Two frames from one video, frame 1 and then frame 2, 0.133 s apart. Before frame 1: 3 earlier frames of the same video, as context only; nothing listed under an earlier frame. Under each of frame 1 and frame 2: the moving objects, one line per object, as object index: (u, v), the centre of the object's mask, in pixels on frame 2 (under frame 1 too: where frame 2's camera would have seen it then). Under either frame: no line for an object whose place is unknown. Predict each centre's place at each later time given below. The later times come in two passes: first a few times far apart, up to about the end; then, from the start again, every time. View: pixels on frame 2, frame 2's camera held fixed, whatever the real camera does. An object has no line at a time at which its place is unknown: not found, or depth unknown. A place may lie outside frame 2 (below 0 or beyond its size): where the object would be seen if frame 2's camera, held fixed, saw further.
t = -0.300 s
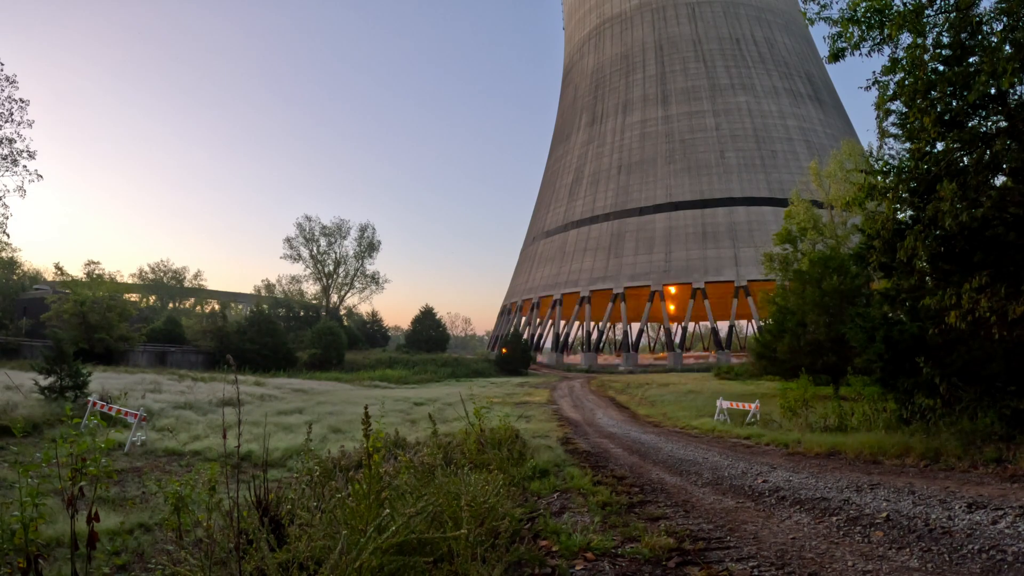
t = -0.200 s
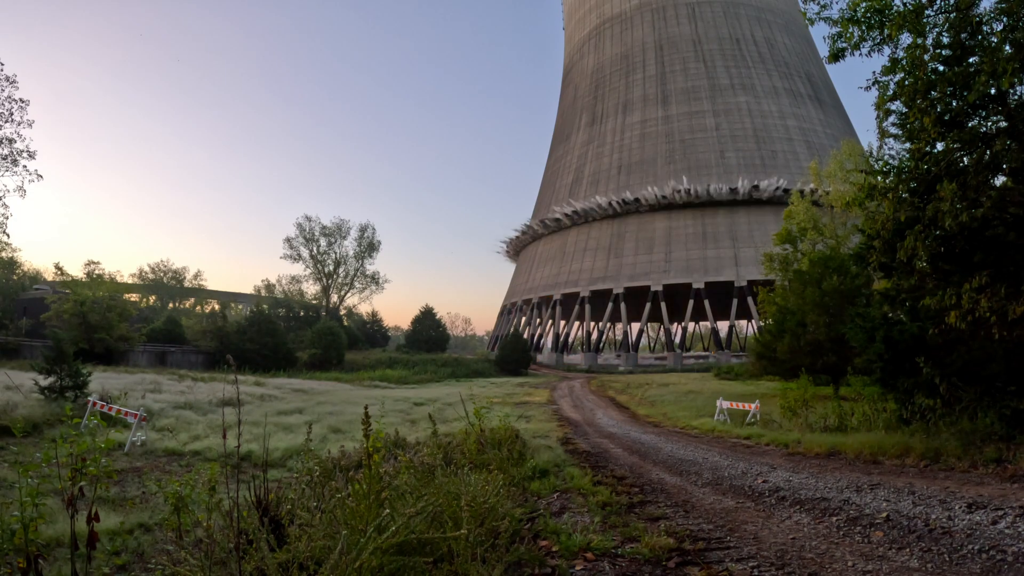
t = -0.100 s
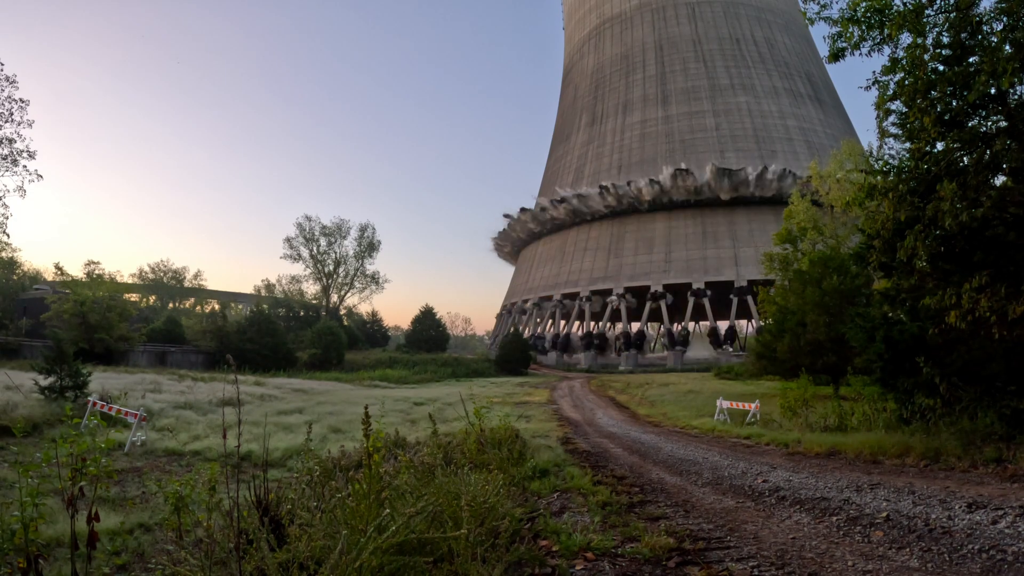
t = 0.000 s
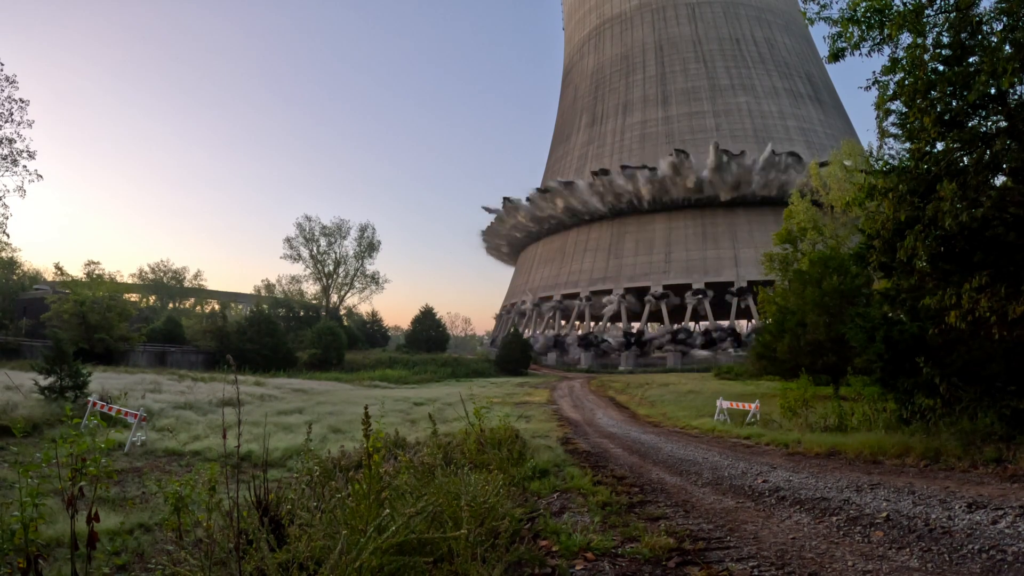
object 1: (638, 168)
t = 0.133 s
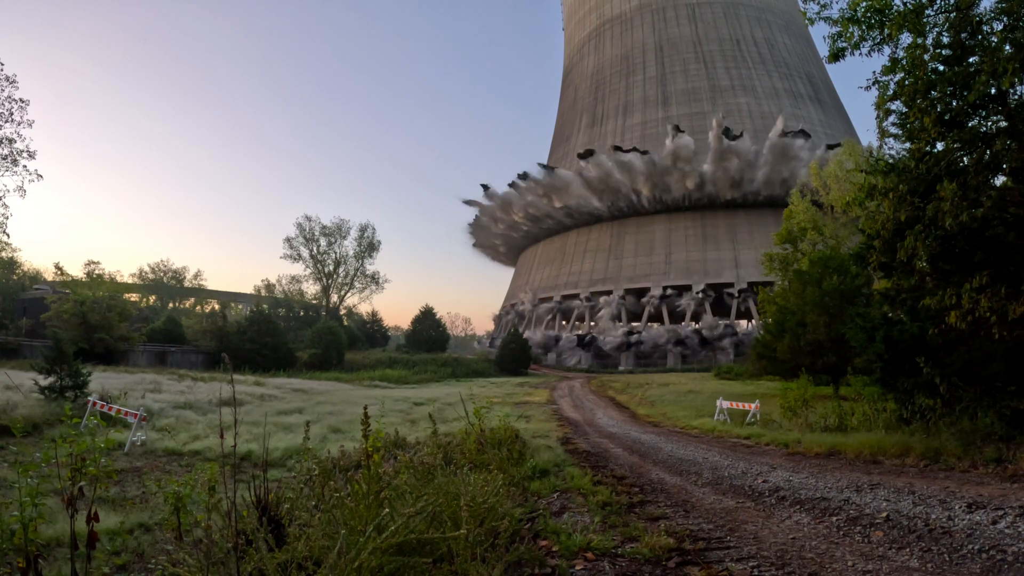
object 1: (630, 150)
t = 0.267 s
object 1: (623, 137)
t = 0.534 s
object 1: (612, 109)
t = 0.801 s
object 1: (601, 89)
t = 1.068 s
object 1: (591, 74)
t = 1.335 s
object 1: (582, 59)
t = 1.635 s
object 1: (571, 41)
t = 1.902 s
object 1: (562, 31)
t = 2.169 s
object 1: (556, 29)
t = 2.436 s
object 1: (553, 31)
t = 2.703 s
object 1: (543, 35)
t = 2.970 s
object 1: (532, 47)
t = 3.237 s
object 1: (523, 66)
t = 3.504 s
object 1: (513, 96)
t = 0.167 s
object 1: (627, 146)
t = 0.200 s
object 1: (624, 143)
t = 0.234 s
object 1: (623, 140)
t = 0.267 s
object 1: (623, 137)
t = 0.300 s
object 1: (622, 133)
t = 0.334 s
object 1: (621, 130)
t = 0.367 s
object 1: (619, 126)
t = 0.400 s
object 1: (618, 123)
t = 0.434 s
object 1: (616, 119)
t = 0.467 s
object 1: (615, 116)
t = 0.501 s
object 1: (614, 113)
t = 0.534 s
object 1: (612, 109)
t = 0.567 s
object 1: (610, 106)
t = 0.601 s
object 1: (609, 103)
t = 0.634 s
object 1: (608, 100)
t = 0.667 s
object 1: (607, 97)
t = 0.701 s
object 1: (605, 95)
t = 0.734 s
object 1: (604, 92)
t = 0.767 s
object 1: (603, 91)
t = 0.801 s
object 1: (601, 89)
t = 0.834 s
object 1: (600, 87)
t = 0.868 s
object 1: (599, 85)
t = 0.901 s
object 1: (597, 83)
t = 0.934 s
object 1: (596, 82)
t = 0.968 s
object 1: (595, 80)
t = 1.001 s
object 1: (594, 78)
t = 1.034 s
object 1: (593, 76)
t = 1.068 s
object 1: (591, 74)
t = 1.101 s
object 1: (590, 72)
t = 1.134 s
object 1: (589, 70)
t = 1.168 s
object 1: (588, 69)
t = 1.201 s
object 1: (587, 67)
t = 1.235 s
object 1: (586, 65)
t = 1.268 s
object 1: (585, 63)
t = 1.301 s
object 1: (583, 61)
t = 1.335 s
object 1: (582, 59)
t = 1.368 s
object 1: (581, 57)
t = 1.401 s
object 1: (580, 55)
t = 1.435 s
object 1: (578, 52)
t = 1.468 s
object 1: (577, 50)
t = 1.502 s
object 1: (576, 48)
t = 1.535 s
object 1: (575, 46)
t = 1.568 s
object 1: (573, 44)
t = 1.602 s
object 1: (572, 43)
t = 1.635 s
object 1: (571, 41)
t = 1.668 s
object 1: (570, 40)
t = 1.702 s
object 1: (568, 38)
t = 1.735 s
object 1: (567, 37)
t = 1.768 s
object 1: (566, 36)
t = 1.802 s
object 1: (565, 35)
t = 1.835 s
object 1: (564, 33)
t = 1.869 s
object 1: (563, 32)
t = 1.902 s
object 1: (562, 31)
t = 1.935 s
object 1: (561, 31)
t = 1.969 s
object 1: (560, 30)
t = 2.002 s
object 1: (560, 30)
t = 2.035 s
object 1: (559, 30)
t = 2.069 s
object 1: (558, 29)
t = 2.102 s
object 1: (557, 29)
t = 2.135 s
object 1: (557, 29)
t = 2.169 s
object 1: (556, 29)
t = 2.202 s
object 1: (555, 29)
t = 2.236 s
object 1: (555, 29)
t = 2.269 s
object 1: (554, 29)
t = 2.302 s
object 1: (554, 30)
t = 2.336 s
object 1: (553, 30)
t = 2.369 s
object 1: (553, 30)
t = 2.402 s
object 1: (553, 31)
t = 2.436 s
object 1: (553, 31)
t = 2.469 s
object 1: (552, 32)
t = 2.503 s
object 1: (551, 32)
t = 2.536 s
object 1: (550, 32)
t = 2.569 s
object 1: (549, 33)
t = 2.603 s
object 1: (547, 33)
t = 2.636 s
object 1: (546, 34)
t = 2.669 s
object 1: (544, 34)
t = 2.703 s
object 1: (543, 35)
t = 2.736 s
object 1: (542, 36)
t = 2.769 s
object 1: (540, 37)
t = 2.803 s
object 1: (538, 39)
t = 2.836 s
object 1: (536, 40)
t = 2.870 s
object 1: (535, 41)
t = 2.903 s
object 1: (534, 43)
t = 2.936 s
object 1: (533, 45)
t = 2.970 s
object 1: (532, 47)
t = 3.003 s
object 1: (531, 48)
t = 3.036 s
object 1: (530, 50)
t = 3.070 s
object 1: (529, 52)
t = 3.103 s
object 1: (528, 55)
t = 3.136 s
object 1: (527, 57)
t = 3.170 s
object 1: (526, 60)
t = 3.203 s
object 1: (524, 63)
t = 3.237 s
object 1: (523, 66)
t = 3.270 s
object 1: (522, 69)
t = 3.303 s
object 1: (521, 72)
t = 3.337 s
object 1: (520, 75)
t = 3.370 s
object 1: (519, 79)
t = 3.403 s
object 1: (518, 83)
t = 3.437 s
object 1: (516, 87)
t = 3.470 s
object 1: (515, 91)
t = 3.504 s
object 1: (513, 96)
